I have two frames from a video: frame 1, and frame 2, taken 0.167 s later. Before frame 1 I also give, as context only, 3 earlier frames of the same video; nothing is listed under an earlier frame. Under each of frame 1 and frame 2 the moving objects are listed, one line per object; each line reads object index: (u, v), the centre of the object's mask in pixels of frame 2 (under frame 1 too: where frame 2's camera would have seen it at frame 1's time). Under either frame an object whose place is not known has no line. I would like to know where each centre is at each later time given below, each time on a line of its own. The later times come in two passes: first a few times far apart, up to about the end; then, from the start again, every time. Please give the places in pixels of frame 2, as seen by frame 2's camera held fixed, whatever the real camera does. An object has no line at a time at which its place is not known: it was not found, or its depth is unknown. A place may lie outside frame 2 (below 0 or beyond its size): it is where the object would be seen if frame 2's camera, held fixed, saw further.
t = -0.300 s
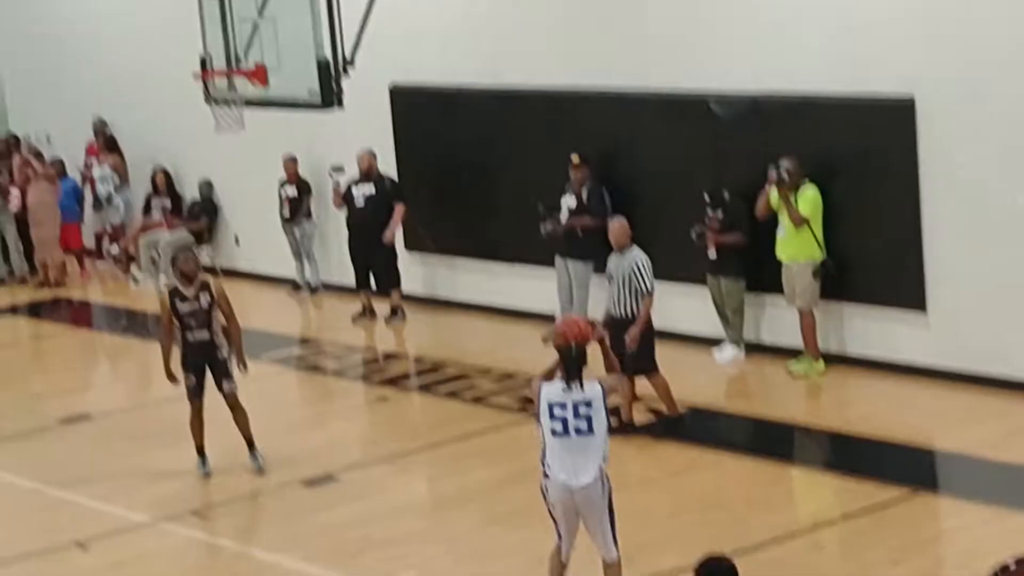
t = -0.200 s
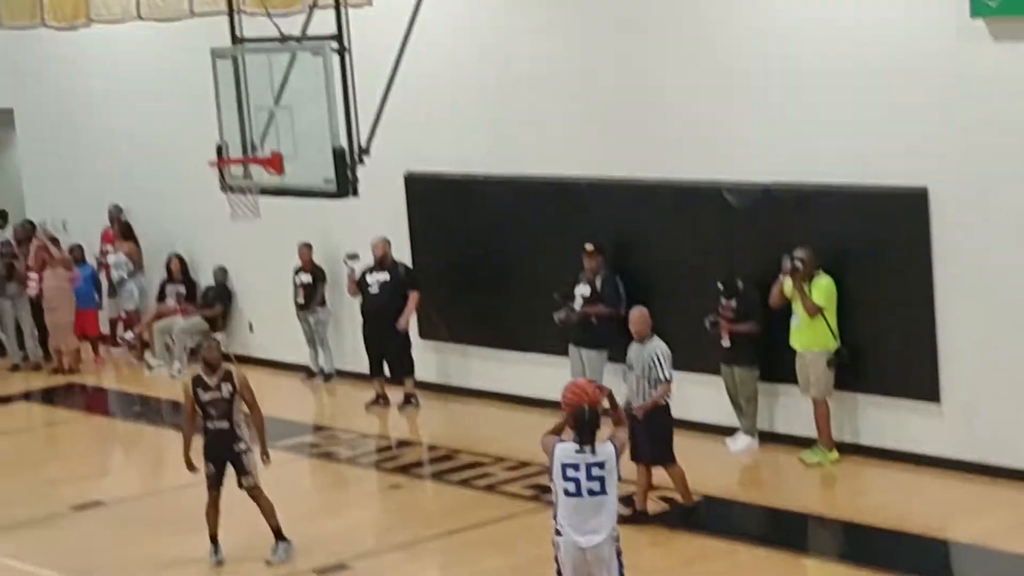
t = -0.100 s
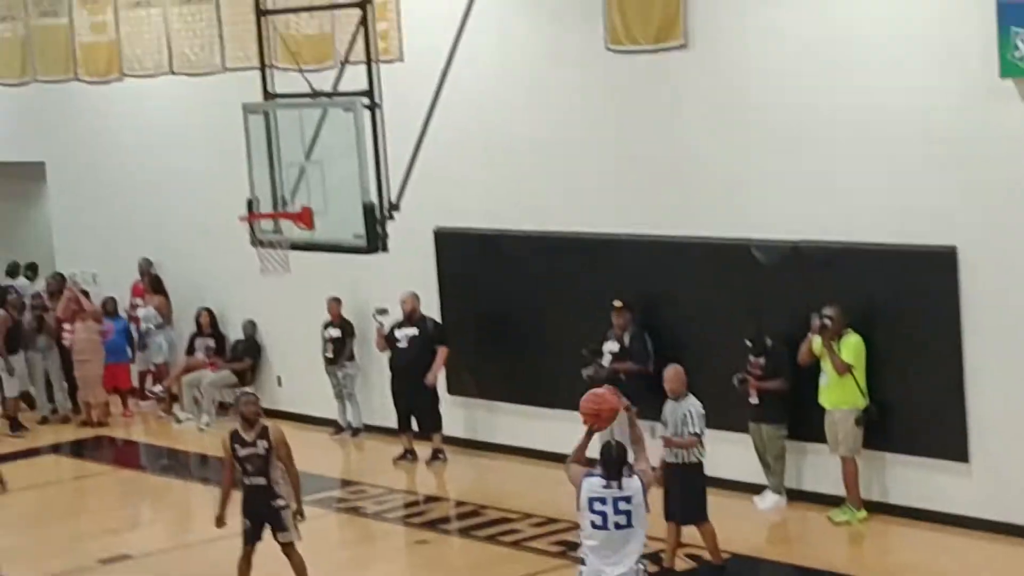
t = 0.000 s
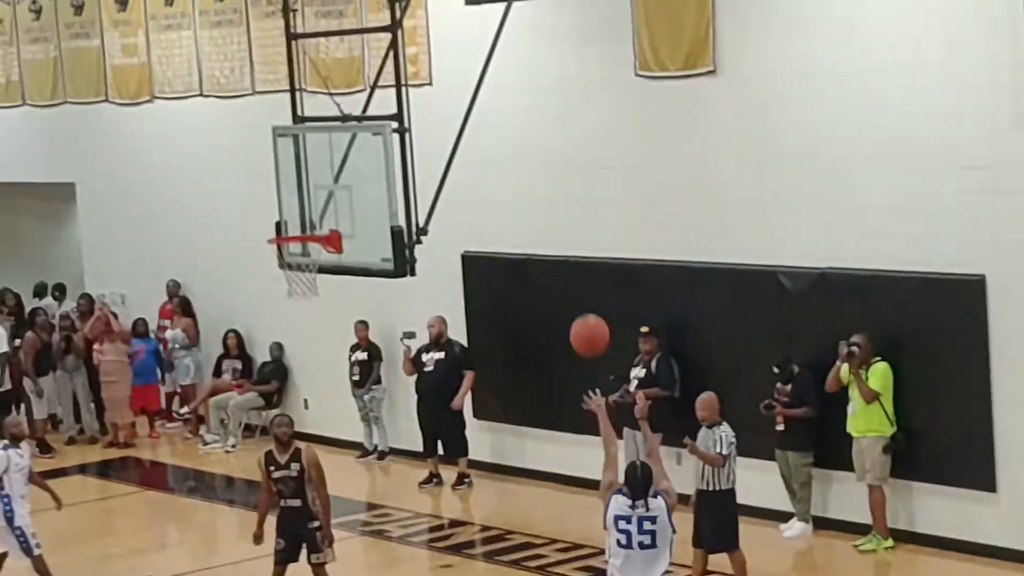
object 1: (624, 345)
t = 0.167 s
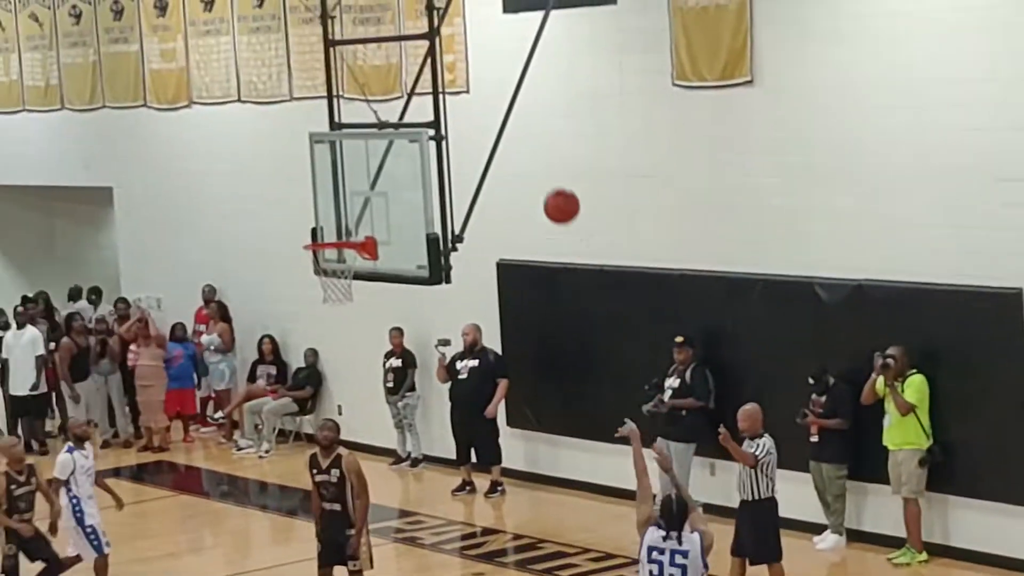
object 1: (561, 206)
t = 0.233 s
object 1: (539, 166)
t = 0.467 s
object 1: (470, 83)
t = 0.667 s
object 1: (424, 76)
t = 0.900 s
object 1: (379, 128)
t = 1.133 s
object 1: (344, 236)
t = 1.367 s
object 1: (295, 190)
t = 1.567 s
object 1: (278, 178)
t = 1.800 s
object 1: (262, 223)
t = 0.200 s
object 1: (550, 185)
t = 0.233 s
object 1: (539, 166)
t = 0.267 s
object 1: (529, 149)
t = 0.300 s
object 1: (518, 133)
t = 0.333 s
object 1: (508, 120)
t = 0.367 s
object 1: (498, 108)
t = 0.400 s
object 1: (488, 98)
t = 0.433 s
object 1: (480, 90)
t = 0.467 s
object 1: (470, 83)
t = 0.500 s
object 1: (462, 78)
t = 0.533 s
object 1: (454, 75)
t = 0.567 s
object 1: (446, 73)
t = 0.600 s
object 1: (438, 72)
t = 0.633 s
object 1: (431, 73)
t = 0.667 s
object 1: (424, 76)
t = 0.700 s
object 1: (417, 79)
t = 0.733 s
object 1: (410, 84)
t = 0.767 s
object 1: (403, 91)
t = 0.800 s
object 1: (397, 99)
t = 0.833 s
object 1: (391, 108)
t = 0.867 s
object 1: (385, 117)
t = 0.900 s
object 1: (379, 128)
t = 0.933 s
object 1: (374, 140)
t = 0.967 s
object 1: (368, 154)
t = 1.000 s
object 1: (363, 168)
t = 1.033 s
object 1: (358, 184)
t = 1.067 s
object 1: (353, 200)
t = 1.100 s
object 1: (348, 218)
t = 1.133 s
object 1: (344, 236)
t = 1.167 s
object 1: (326, 235)
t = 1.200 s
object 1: (311, 234)
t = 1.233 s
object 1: (308, 224)
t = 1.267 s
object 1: (305, 213)
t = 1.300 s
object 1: (301, 204)
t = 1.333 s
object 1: (298, 197)
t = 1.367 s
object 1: (295, 190)
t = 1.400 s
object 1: (292, 185)
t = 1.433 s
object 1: (289, 181)
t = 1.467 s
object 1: (286, 178)
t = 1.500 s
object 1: (284, 177)
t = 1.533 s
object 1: (281, 176)
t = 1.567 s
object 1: (278, 178)
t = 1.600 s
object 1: (275, 180)
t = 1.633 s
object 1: (273, 184)
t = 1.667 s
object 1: (270, 189)
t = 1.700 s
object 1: (268, 196)
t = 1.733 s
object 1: (266, 203)
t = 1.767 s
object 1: (264, 212)
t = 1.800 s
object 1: (262, 223)
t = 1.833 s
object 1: (260, 234)
